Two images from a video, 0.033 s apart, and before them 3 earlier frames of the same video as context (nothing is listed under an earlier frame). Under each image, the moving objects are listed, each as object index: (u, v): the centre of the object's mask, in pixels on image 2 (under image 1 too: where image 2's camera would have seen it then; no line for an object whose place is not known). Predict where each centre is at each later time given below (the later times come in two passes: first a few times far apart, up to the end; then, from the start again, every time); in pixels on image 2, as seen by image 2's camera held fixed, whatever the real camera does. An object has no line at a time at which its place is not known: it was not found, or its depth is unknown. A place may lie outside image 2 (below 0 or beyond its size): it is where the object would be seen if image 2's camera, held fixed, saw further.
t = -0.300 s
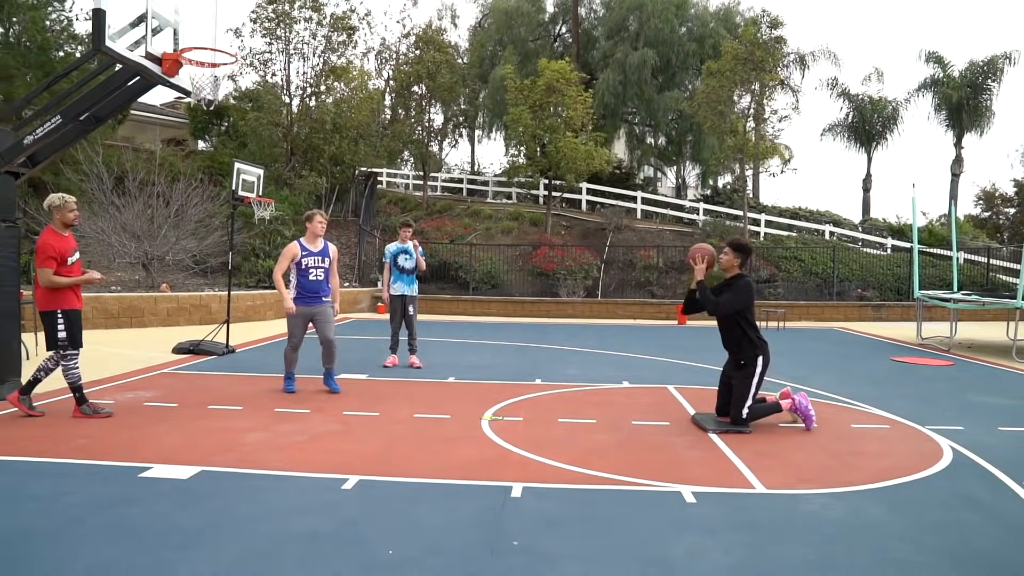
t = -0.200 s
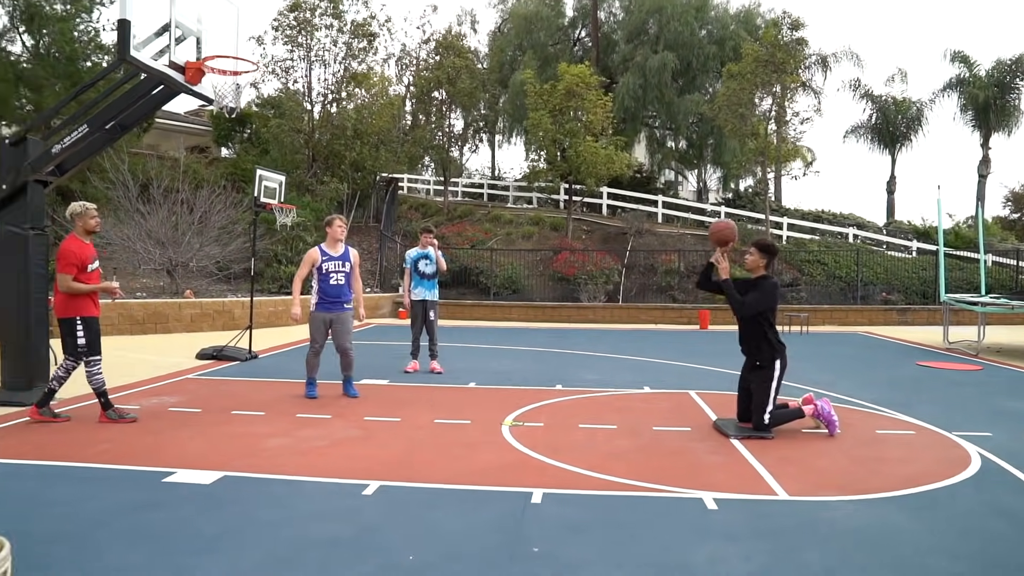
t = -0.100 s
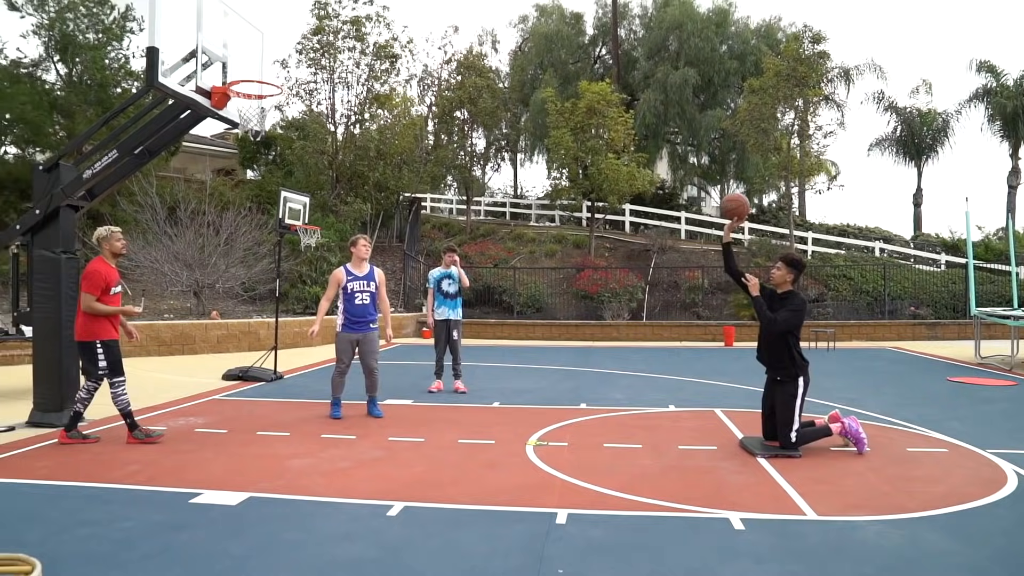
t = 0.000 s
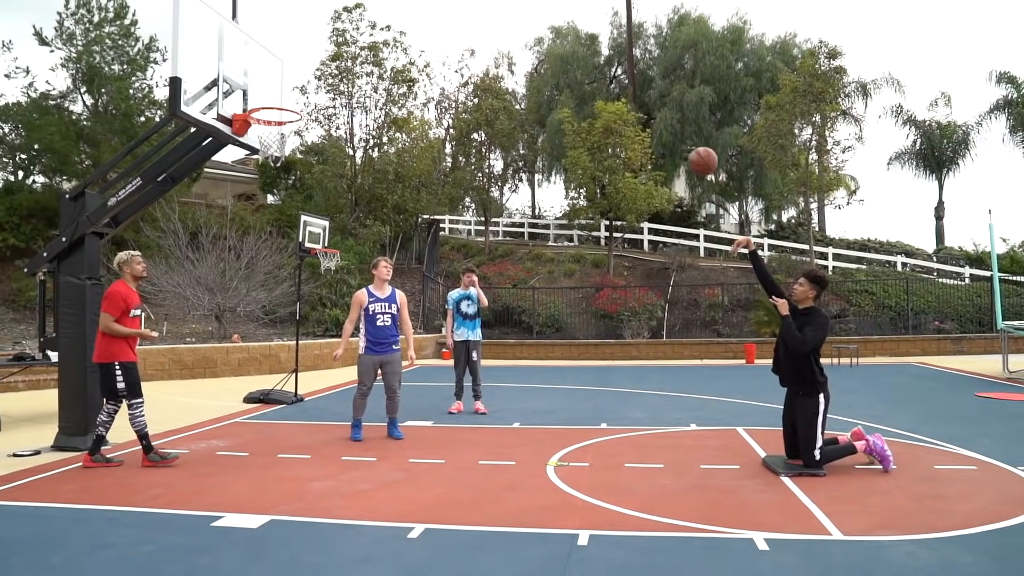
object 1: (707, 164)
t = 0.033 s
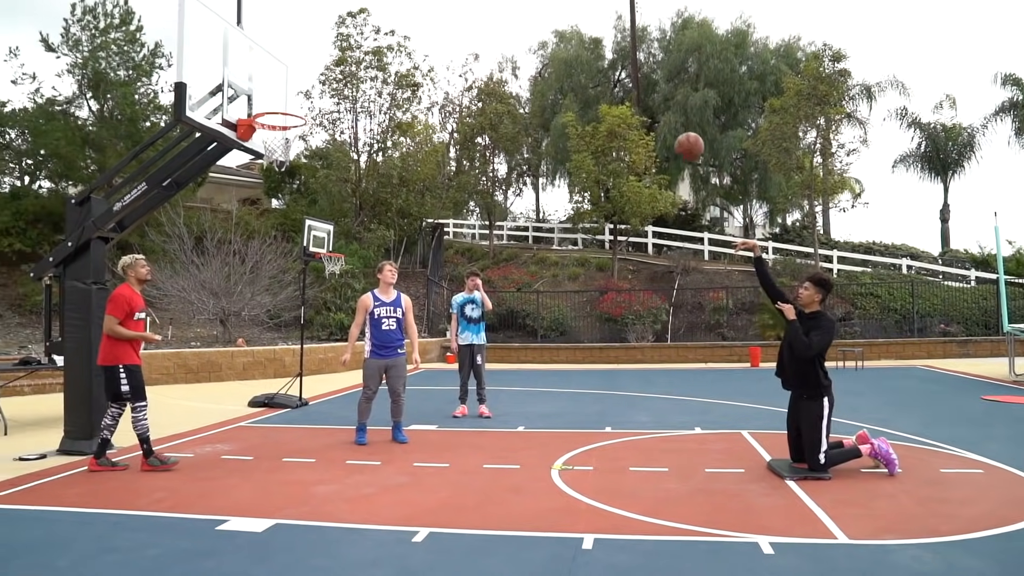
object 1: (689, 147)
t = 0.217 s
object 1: (594, 73)
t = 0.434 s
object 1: (488, 36)
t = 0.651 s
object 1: (387, 49)
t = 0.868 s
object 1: (295, 104)
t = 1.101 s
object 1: (265, 102)
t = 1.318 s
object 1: (272, 110)
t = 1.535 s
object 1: (275, 118)
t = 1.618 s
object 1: (281, 129)
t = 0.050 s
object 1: (680, 139)
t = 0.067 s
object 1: (672, 130)
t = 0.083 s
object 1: (663, 122)
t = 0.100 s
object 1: (654, 116)
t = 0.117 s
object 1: (645, 109)
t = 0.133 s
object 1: (636, 101)
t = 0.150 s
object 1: (628, 94)
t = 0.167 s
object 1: (619, 89)
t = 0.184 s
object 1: (611, 83)
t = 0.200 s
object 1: (602, 78)
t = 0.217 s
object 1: (594, 73)
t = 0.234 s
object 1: (585, 67)
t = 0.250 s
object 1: (577, 63)
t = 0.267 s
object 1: (569, 59)
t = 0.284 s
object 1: (560, 55)
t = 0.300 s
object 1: (552, 52)
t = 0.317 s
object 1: (543, 49)
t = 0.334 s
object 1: (536, 47)
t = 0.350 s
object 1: (528, 44)
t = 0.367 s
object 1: (520, 42)
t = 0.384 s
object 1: (512, 40)
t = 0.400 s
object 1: (504, 38)
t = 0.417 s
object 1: (496, 37)
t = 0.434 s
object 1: (488, 36)
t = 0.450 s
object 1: (480, 35)
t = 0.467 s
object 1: (472, 35)
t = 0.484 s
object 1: (464, 34)
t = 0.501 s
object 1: (457, 34)
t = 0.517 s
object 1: (449, 35)
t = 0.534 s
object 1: (441, 36)
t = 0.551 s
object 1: (433, 37)
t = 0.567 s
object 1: (425, 38)
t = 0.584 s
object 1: (417, 40)
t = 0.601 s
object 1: (410, 42)
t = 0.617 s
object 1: (402, 44)
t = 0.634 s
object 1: (394, 46)
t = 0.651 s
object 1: (387, 49)
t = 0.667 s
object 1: (379, 52)
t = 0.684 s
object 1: (372, 55)
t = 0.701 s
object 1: (364, 59)
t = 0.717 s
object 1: (357, 62)
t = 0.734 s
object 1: (349, 67)
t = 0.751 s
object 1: (342, 71)
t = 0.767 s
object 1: (333, 77)
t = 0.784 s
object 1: (326, 82)
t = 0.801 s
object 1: (319, 87)
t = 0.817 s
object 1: (311, 93)
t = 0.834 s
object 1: (304, 99)
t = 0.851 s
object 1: (298, 104)
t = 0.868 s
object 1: (295, 104)
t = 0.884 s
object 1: (292, 103)
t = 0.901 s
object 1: (288, 102)
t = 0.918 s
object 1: (285, 102)
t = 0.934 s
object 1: (282, 102)
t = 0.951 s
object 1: (279, 103)
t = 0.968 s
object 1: (275, 103)
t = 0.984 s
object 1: (272, 104)
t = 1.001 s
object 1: (269, 106)
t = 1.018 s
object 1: (266, 105)
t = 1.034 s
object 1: (263, 106)
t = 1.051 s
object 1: (263, 105)
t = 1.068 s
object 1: (264, 104)
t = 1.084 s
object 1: (265, 102)
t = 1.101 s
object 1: (265, 102)
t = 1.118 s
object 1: (266, 101)
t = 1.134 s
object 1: (266, 100)
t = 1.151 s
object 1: (267, 100)
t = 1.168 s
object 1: (268, 100)
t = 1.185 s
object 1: (268, 100)
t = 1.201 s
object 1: (268, 100)
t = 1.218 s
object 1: (269, 100)
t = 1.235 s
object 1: (270, 101)
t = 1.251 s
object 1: (270, 102)
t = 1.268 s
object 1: (270, 103)
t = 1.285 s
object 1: (271, 104)
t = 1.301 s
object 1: (272, 107)
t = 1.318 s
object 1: (272, 110)
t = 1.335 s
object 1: (272, 113)
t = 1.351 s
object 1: (272, 114)
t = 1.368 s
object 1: (272, 114)
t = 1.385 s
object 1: (271, 113)
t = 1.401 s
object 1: (271, 114)
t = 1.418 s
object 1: (271, 114)
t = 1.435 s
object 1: (270, 115)
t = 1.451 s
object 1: (270, 115)
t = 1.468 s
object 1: (270, 116)
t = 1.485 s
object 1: (272, 116)
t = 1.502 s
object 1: (273, 116)
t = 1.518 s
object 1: (274, 117)
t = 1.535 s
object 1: (275, 118)
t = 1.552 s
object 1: (277, 120)
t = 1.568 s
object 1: (277, 124)
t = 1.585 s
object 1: (279, 125)
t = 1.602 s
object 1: (280, 127)
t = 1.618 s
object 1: (281, 129)
